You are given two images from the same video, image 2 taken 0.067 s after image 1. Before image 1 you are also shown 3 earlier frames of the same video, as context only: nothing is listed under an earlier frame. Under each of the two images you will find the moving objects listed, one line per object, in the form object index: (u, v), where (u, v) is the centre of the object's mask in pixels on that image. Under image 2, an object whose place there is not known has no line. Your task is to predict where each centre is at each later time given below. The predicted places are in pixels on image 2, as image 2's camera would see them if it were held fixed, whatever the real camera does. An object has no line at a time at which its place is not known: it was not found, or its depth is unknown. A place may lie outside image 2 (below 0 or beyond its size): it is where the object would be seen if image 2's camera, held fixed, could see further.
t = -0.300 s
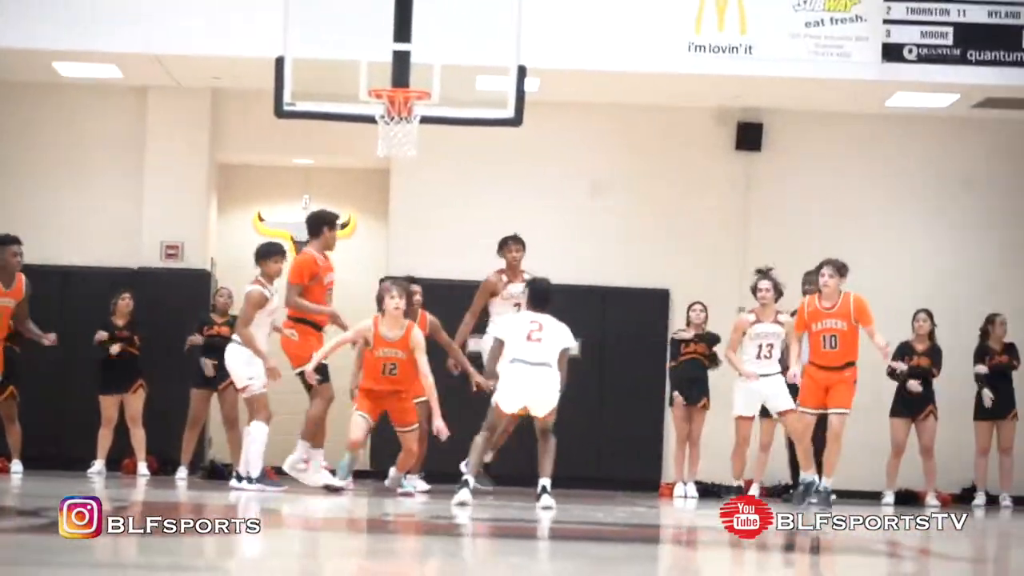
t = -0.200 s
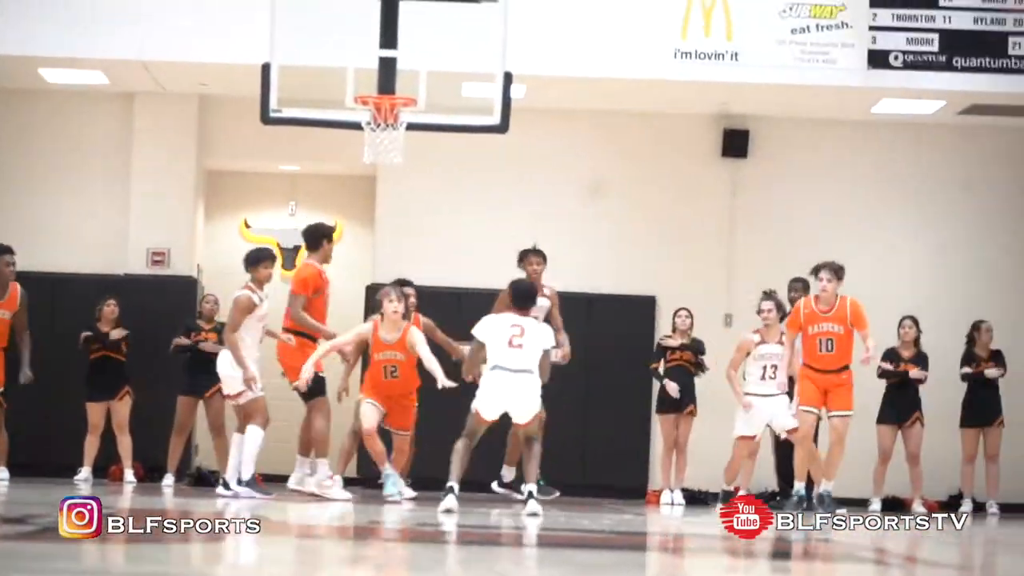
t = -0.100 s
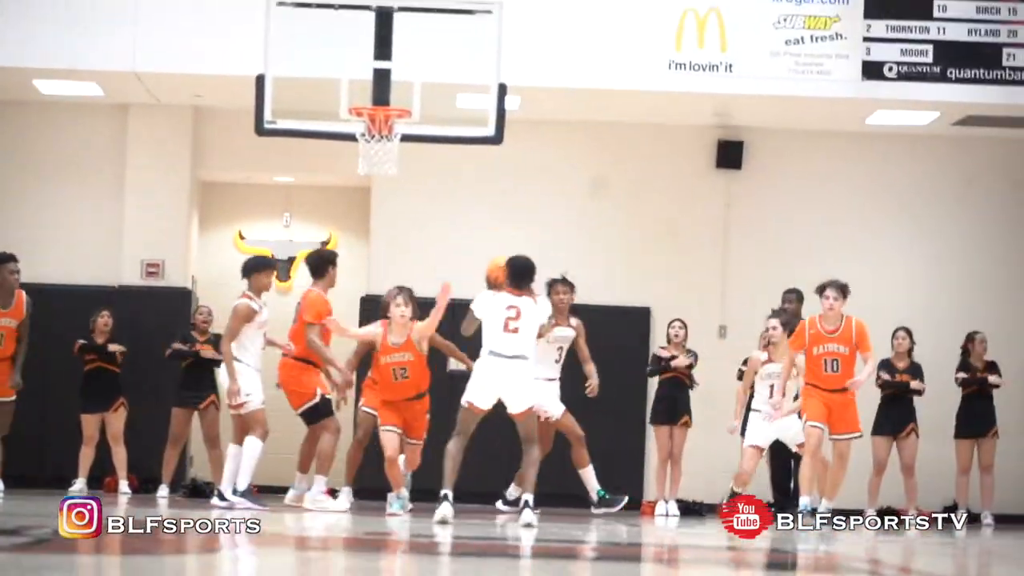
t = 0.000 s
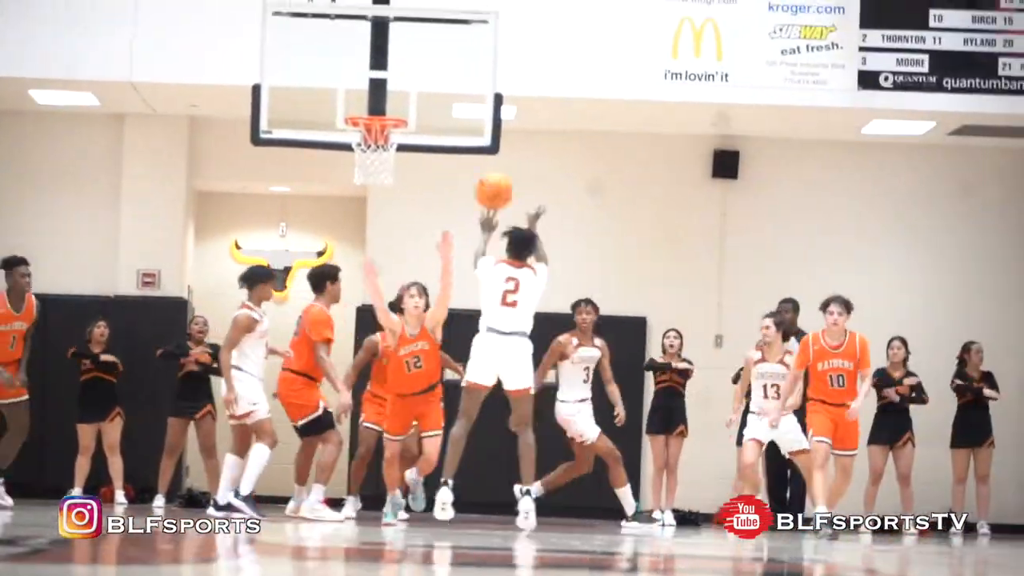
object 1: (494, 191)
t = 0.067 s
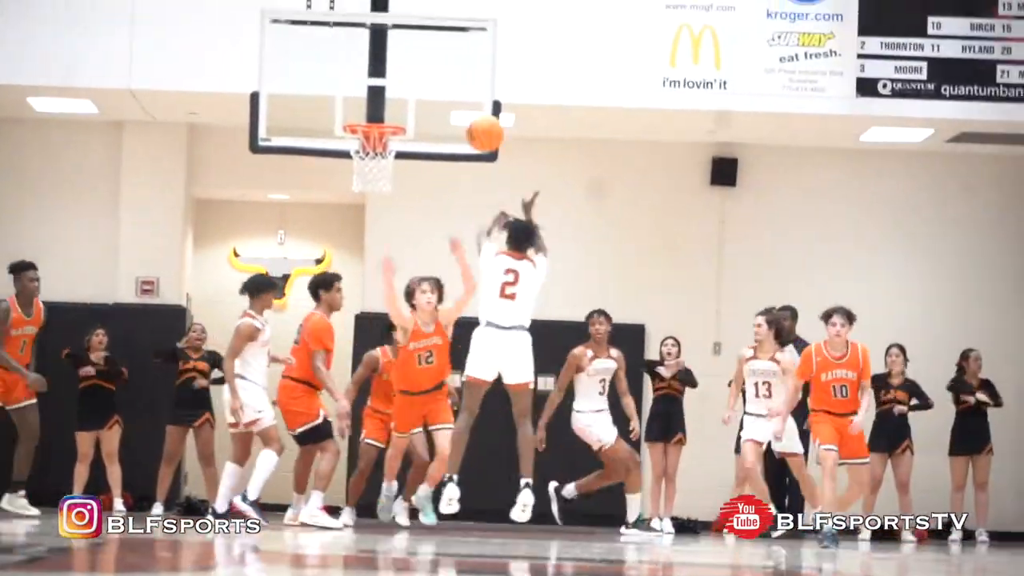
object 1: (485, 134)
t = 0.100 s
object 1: (482, 104)
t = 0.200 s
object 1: (470, 25)
